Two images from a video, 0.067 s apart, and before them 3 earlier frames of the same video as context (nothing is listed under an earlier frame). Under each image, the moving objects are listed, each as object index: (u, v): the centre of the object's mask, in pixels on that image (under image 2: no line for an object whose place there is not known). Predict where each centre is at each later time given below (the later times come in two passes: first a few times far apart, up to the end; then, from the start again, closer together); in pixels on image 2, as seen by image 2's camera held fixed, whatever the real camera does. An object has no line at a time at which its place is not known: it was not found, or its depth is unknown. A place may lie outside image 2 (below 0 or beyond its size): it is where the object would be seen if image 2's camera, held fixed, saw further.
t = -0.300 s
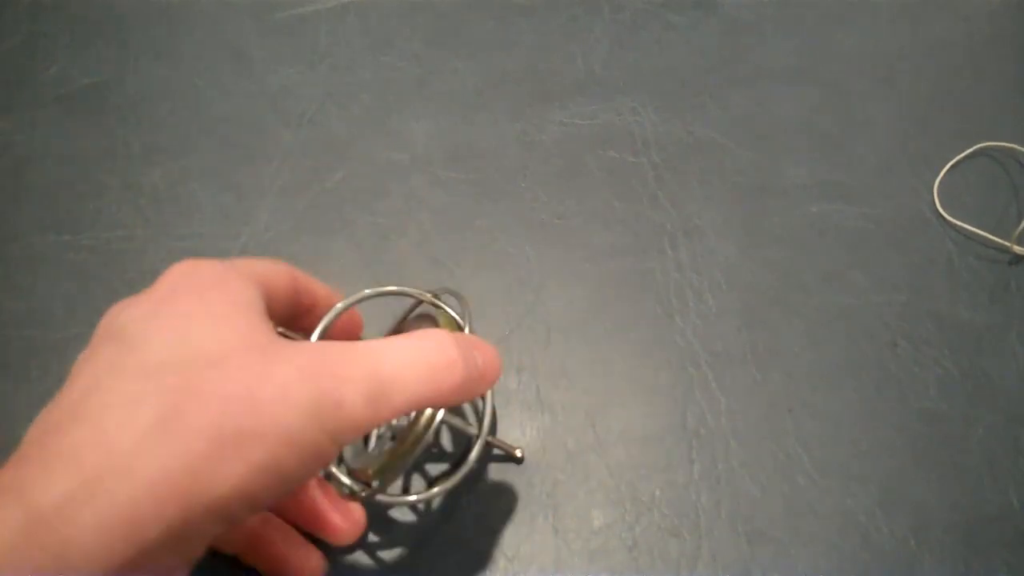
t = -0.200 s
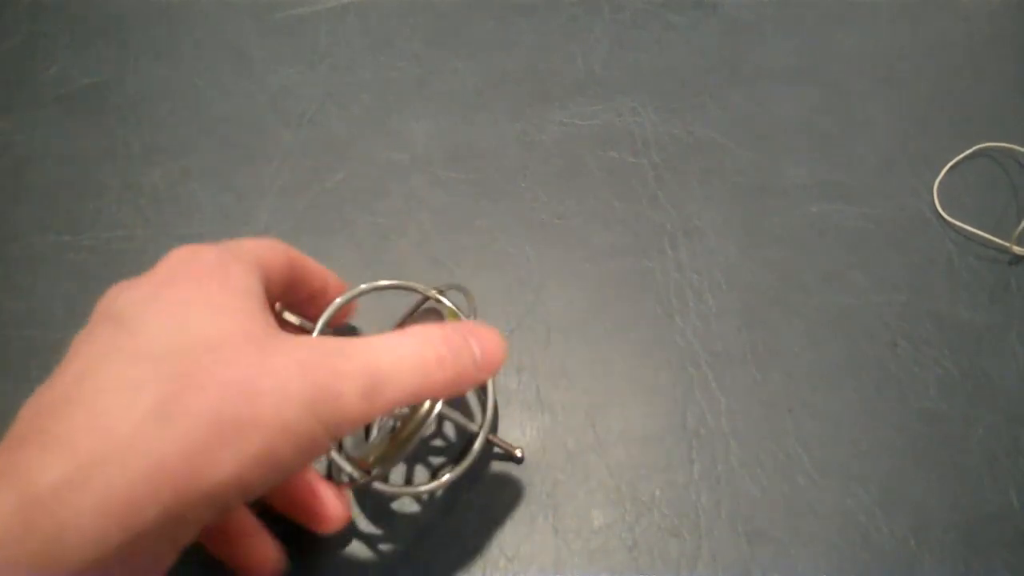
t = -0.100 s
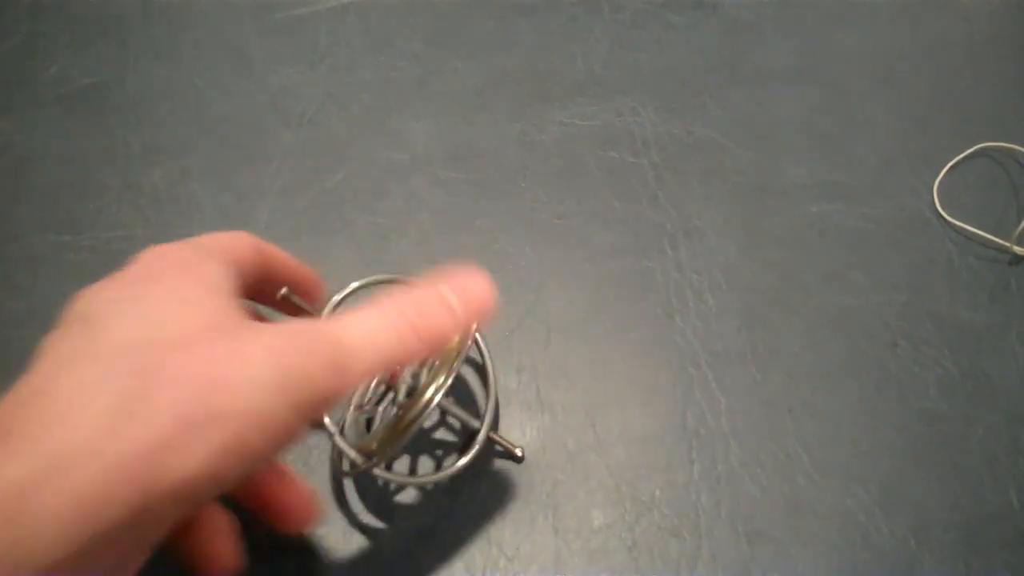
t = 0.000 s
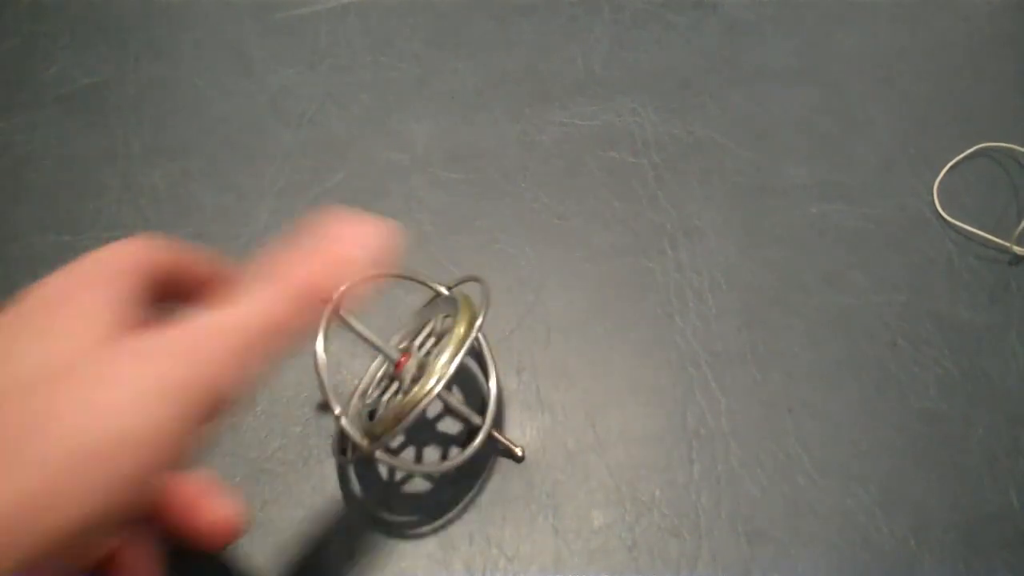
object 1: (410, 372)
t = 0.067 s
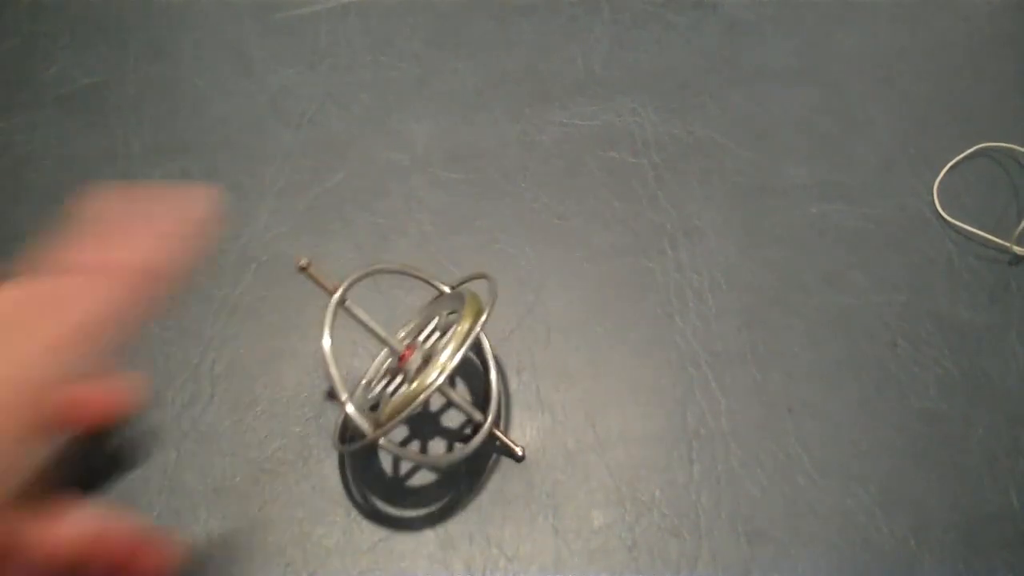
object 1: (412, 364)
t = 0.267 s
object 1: (425, 348)
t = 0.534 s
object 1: (433, 340)
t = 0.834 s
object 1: (436, 338)
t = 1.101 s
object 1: (436, 339)
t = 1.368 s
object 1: (437, 338)
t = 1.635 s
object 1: (437, 338)
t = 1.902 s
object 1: (437, 338)
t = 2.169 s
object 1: (437, 338)
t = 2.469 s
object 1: (437, 338)
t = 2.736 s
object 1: (437, 338)
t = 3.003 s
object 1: (437, 338)
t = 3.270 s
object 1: (437, 338)
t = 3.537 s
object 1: (437, 337)
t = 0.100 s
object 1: (414, 361)
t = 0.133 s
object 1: (417, 358)
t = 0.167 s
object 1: (419, 355)
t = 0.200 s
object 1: (421, 353)
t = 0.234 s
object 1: (423, 350)
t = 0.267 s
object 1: (425, 348)
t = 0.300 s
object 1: (426, 347)
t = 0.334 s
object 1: (428, 346)
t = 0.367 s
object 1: (429, 344)
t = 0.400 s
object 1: (431, 342)
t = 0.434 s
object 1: (432, 342)
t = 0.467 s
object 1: (432, 341)
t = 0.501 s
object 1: (433, 341)
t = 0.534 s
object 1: (433, 340)
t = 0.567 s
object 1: (433, 340)
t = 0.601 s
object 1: (434, 340)
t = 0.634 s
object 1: (434, 340)
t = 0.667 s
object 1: (434, 340)
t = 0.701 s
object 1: (434, 340)
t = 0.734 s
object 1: (435, 339)
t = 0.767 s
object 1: (435, 339)
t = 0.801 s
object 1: (436, 339)
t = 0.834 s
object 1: (436, 338)
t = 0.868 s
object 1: (437, 338)
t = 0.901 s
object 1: (437, 337)
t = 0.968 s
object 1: (437, 337)
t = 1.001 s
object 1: (436, 338)
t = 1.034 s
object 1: (436, 338)
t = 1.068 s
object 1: (436, 338)
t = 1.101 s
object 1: (436, 339)
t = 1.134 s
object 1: (436, 338)
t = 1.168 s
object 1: (437, 338)
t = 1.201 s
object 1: (437, 338)
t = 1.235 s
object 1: (437, 338)
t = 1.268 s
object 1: (437, 338)
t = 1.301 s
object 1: (437, 338)
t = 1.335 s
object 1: (437, 338)
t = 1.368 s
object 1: (437, 338)
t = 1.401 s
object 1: (437, 338)
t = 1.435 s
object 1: (437, 338)
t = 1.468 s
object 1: (437, 338)
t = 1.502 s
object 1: (437, 338)
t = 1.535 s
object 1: (437, 338)
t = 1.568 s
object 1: (437, 338)
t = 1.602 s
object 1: (437, 338)
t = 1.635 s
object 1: (437, 338)
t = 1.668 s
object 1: (437, 338)
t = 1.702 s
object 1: (437, 338)
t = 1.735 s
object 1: (437, 338)
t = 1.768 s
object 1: (437, 338)
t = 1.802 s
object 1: (437, 338)
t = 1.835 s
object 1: (437, 338)
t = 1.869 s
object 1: (437, 338)
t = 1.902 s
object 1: (437, 338)
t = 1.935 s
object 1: (437, 338)
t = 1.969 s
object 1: (437, 338)
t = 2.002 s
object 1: (436, 338)
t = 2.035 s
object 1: (437, 338)
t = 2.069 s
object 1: (437, 338)
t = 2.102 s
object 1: (437, 338)
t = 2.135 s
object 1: (437, 338)
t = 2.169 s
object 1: (437, 338)
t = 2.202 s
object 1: (437, 338)
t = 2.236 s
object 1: (437, 338)
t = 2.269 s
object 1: (437, 338)
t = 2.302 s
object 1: (437, 338)
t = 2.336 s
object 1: (437, 338)
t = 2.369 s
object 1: (437, 338)
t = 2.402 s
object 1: (437, 338)
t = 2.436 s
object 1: (437, 338)
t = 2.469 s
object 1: (437, 338)
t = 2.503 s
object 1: (437, 338)
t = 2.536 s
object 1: (437, 338)
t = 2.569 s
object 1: (437, 338)
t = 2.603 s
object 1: (437, 338)
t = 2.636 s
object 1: (437, 338)
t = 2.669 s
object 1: (437, 338)
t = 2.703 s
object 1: (437, 338)
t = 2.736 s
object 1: (437, 338)
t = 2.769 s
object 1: (437, 338)
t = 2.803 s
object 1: (437, 338)
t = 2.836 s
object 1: (437, 338)
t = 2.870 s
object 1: (437, 338)
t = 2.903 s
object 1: (437, 338)
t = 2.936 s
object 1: (436, 338)
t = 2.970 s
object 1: (437, 338)
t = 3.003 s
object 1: (437, 338)
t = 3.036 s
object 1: (437, 338)
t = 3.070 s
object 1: (437, 338)
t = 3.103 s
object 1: (437, 338)
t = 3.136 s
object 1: (437, 338)
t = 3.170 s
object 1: (437, 338)
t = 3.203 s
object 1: (437, 338)
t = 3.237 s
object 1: (437, 338)
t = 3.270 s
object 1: (437, 338)
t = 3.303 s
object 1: (437, 337)
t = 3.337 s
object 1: (436, 338)
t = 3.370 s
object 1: (437, 338)
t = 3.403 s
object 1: (437, 337)
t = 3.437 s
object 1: (437, 337)
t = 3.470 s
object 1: (437, 338)
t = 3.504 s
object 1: (437, 337)
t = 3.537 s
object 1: (437, 337)
